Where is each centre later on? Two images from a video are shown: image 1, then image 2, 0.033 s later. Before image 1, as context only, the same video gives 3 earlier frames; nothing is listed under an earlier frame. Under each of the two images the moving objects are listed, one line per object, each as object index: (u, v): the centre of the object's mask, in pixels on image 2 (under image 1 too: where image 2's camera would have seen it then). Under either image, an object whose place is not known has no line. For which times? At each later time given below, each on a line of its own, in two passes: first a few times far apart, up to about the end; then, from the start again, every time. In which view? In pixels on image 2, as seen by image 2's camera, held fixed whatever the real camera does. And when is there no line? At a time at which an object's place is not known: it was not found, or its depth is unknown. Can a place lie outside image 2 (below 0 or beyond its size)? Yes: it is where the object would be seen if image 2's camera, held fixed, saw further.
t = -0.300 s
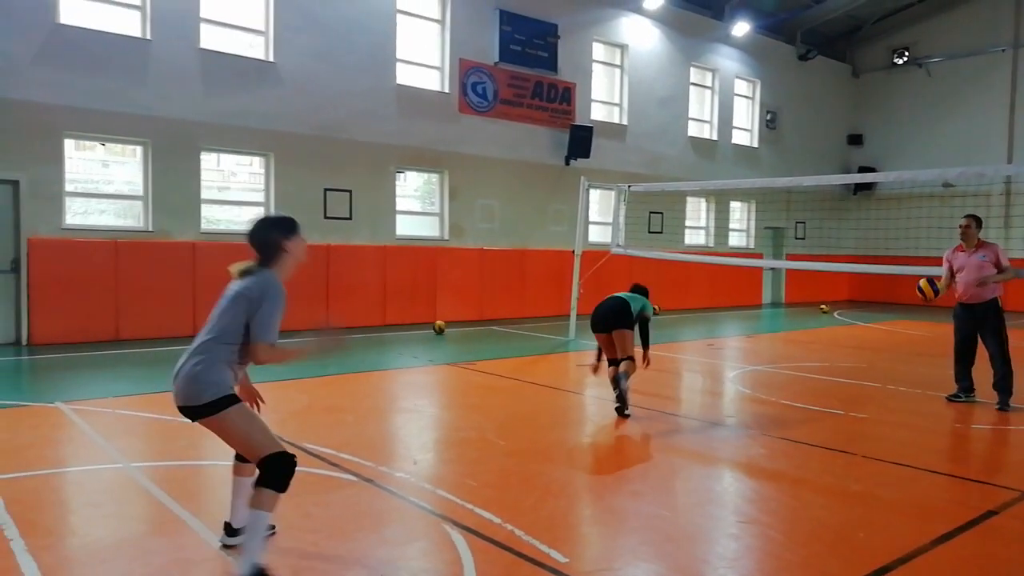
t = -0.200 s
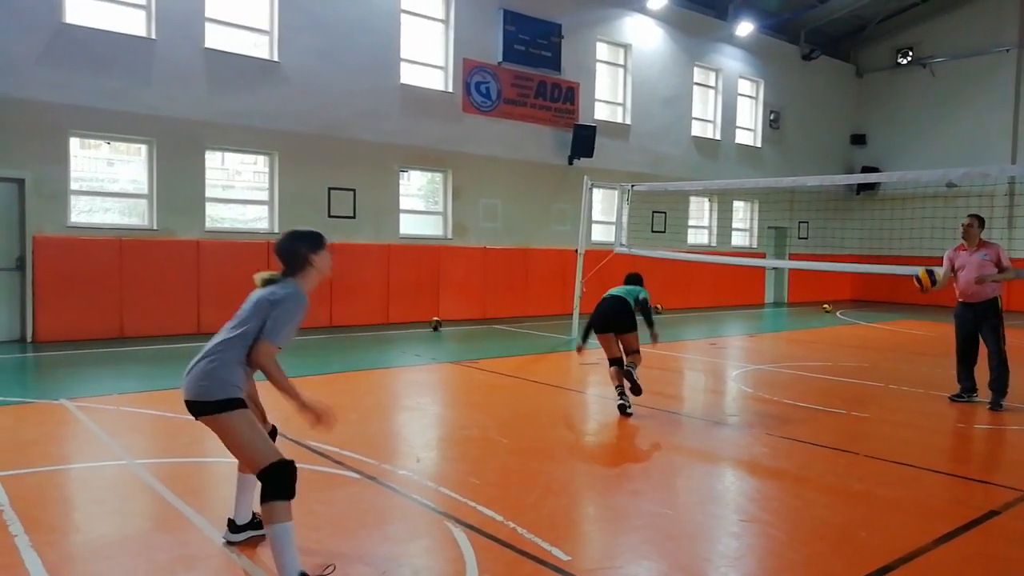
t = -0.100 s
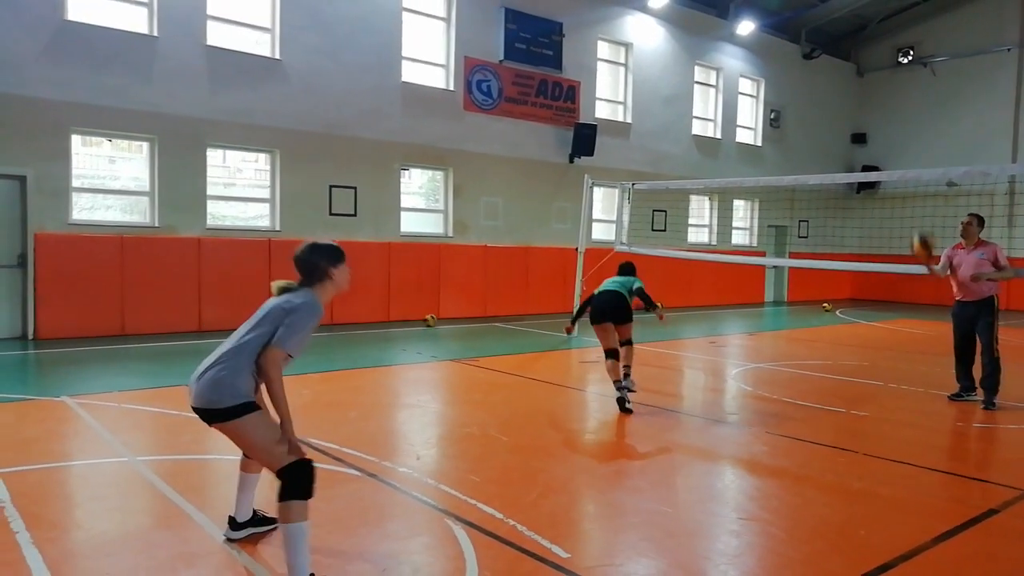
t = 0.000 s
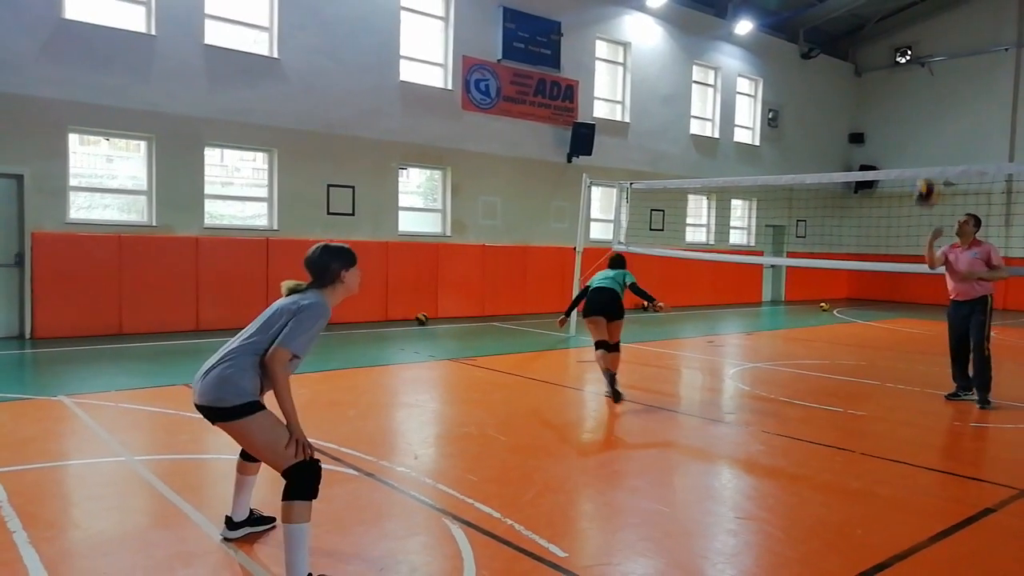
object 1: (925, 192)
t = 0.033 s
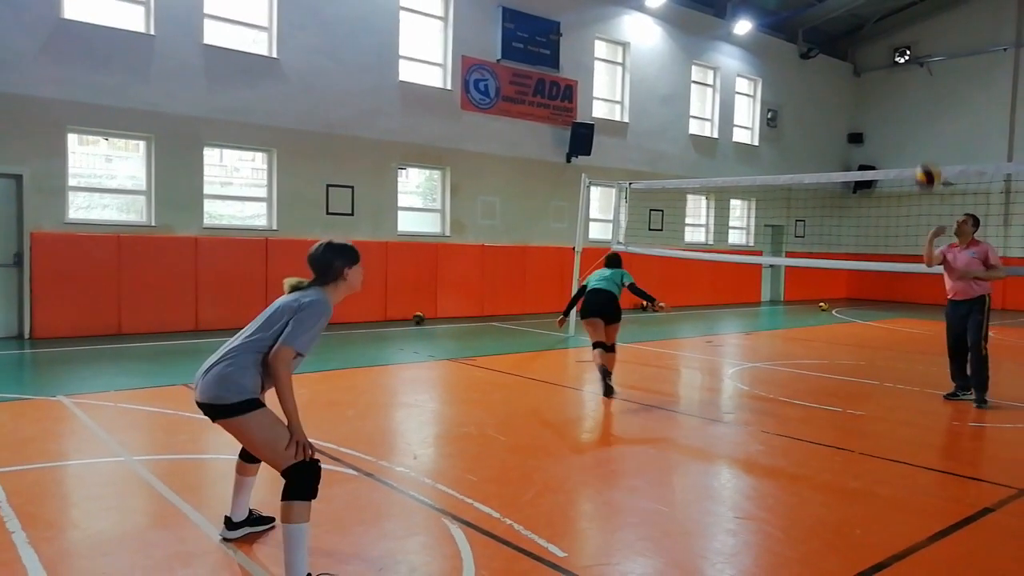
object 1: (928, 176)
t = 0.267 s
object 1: (940, 97)
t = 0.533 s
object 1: (950, 75)
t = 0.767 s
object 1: (955, 118)
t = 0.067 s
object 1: (929, 161)
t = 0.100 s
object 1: (931, 149)
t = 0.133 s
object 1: (933, 137)
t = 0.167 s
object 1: (934, 125)
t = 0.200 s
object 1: (936, 114)
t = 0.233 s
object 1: (938, 105)
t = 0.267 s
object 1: (940, 97)
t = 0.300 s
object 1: (941, 90)
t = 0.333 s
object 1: (943, 85)
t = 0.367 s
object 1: (944, 80)
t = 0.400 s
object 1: (946, 77)
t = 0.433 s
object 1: (947, 74)
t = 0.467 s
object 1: (948, 74)
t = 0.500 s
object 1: (949, 74)
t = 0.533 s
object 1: (950, 75)
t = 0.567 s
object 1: (951, 78)
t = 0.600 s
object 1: (952, 81)
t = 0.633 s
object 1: (953, 86)
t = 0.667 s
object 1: (954, 92)
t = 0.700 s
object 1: (954, 99)
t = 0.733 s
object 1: (954, 108)
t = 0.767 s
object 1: (955, 118)
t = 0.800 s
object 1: (956, 128)
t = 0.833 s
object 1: (957, 141)
